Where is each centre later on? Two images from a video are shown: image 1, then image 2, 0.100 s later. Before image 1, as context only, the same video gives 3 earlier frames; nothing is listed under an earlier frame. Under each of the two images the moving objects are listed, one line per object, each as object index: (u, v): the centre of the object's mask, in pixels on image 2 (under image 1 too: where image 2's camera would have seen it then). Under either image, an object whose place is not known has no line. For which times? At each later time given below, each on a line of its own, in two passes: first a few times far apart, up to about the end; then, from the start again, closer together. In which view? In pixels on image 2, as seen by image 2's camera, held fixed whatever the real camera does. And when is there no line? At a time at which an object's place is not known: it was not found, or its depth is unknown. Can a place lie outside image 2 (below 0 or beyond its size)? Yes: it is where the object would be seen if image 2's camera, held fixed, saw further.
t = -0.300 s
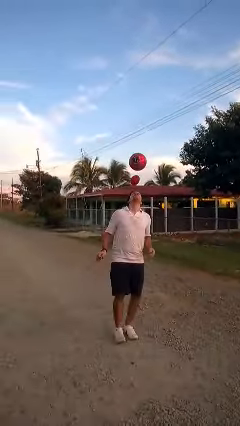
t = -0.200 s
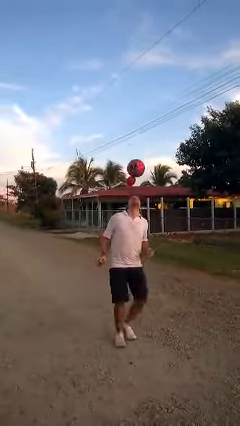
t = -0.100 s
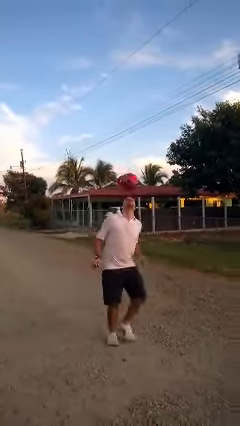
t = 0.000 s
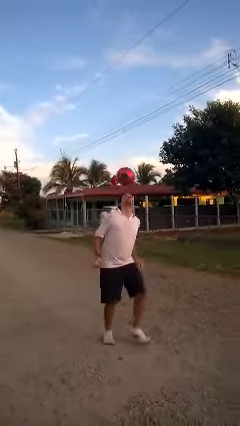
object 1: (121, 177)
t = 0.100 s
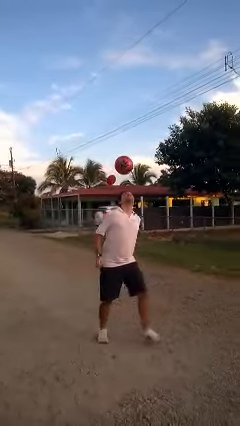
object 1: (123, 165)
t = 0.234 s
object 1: (127, 162)
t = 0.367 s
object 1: (131, 174)
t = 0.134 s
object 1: (124, 163)
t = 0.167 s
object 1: (125, 162)
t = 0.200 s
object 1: (126, 161)
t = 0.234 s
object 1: (127, 162)
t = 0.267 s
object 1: (128, 164)
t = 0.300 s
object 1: (129, 166)
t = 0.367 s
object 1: (131, 174)
